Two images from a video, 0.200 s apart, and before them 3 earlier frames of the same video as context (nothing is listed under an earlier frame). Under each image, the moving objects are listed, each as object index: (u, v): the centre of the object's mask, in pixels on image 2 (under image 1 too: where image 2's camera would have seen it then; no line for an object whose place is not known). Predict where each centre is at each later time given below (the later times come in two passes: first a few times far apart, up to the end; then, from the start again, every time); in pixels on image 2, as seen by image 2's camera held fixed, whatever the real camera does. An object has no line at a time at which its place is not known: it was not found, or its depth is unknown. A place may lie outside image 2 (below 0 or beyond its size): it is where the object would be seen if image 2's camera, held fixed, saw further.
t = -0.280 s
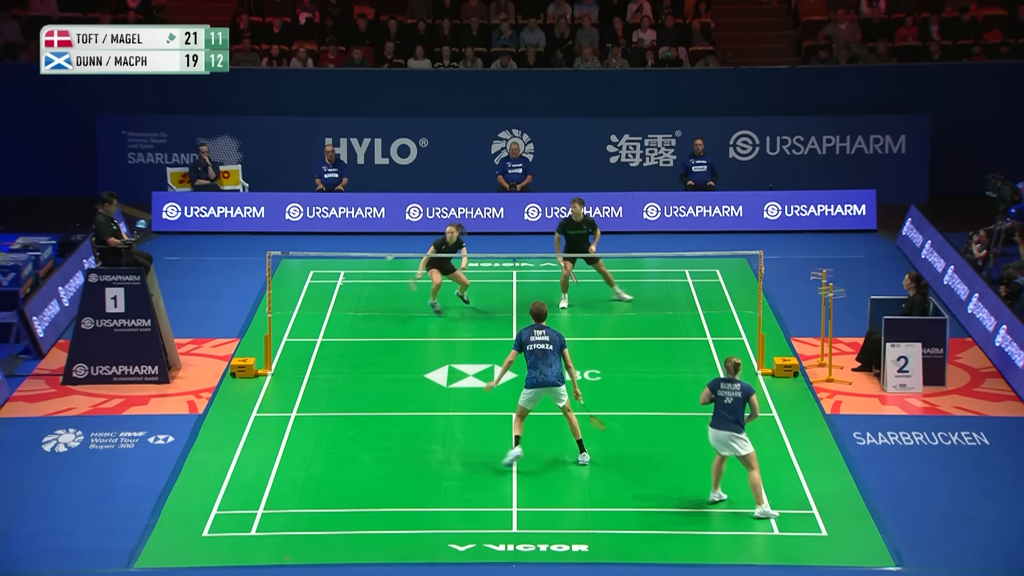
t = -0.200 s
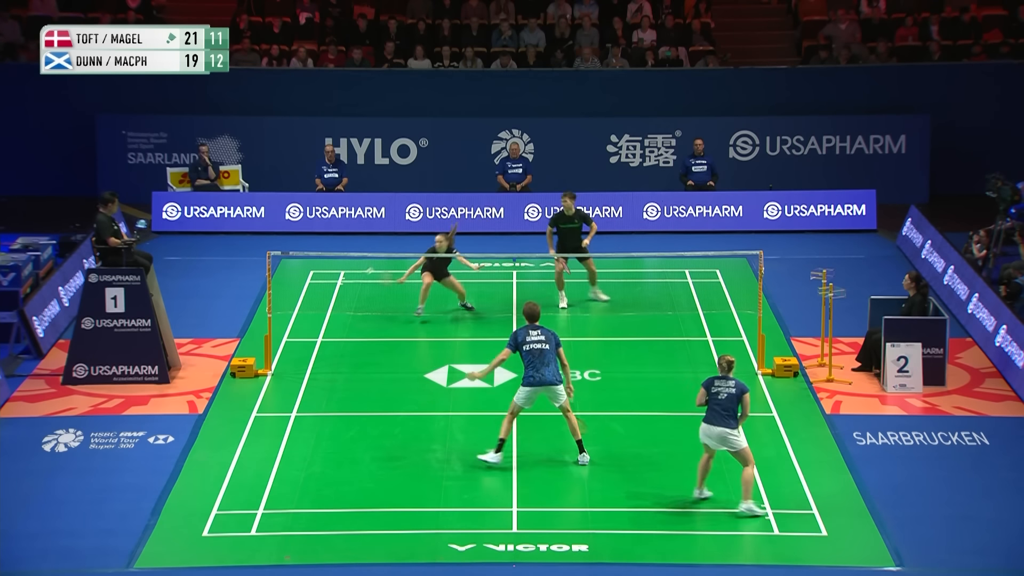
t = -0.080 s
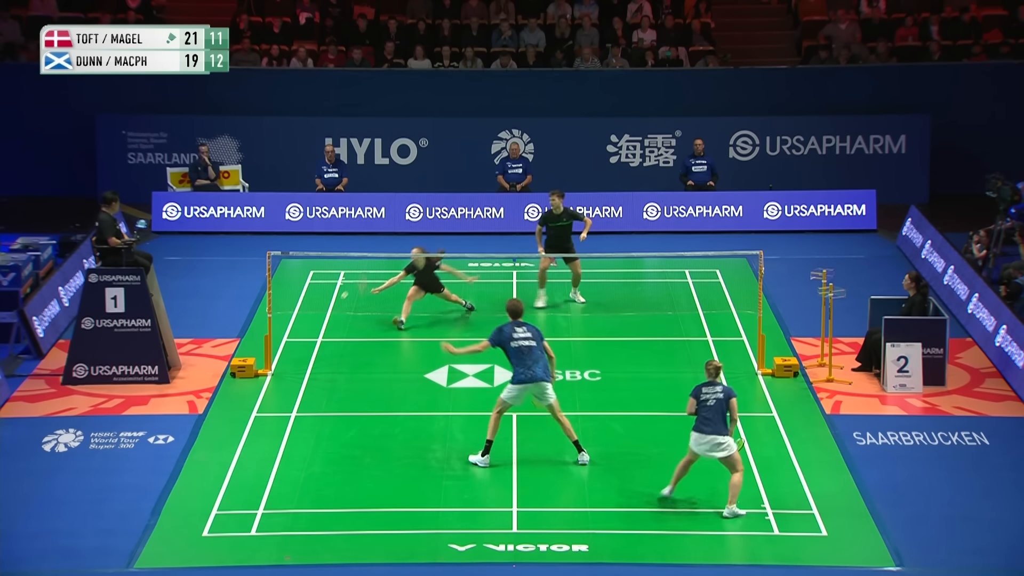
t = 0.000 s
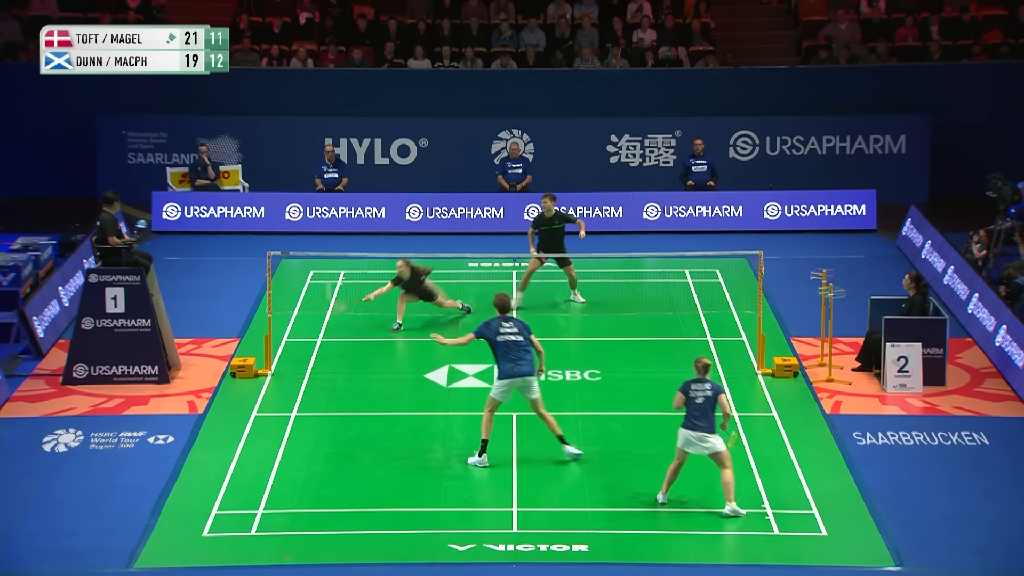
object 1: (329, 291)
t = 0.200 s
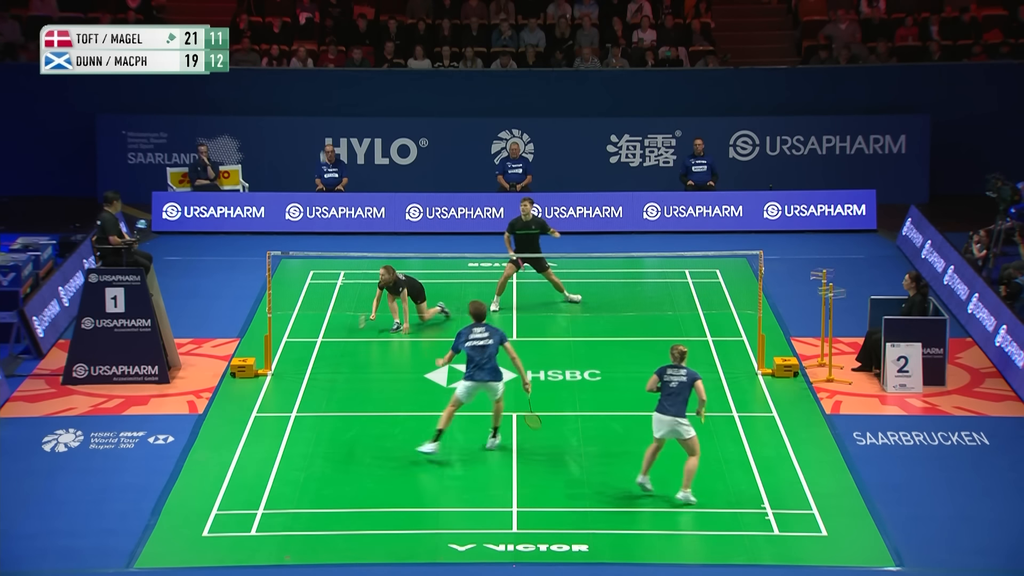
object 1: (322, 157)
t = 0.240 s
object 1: (321, 141)
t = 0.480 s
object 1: (313, 86)
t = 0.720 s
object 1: (307, 87)
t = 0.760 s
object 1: (306, 91)
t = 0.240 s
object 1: (321, 141)
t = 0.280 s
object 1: (320, 127)
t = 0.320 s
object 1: (318, 116)
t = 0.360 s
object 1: (317, 106)
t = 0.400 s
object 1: (316, 98)
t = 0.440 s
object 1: (315, 91)
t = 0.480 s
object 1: (313, 86)
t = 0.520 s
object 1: (312, 83)
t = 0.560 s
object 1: (311, 81)
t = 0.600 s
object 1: (310, 80)
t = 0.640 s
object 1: (309, 81)
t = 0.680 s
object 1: (308, 83)
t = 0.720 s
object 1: (307, 87)
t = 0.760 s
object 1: (306, 91)
